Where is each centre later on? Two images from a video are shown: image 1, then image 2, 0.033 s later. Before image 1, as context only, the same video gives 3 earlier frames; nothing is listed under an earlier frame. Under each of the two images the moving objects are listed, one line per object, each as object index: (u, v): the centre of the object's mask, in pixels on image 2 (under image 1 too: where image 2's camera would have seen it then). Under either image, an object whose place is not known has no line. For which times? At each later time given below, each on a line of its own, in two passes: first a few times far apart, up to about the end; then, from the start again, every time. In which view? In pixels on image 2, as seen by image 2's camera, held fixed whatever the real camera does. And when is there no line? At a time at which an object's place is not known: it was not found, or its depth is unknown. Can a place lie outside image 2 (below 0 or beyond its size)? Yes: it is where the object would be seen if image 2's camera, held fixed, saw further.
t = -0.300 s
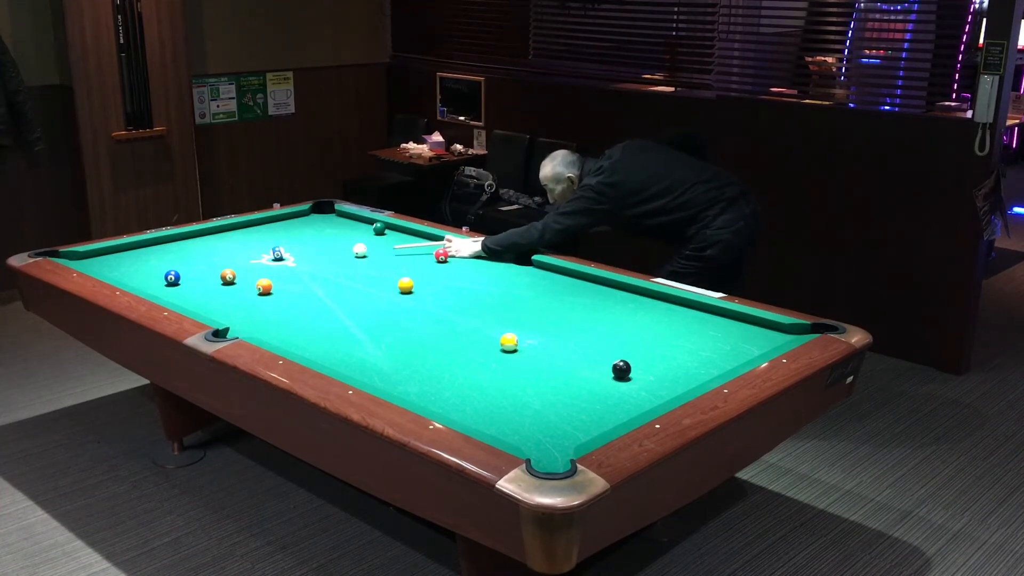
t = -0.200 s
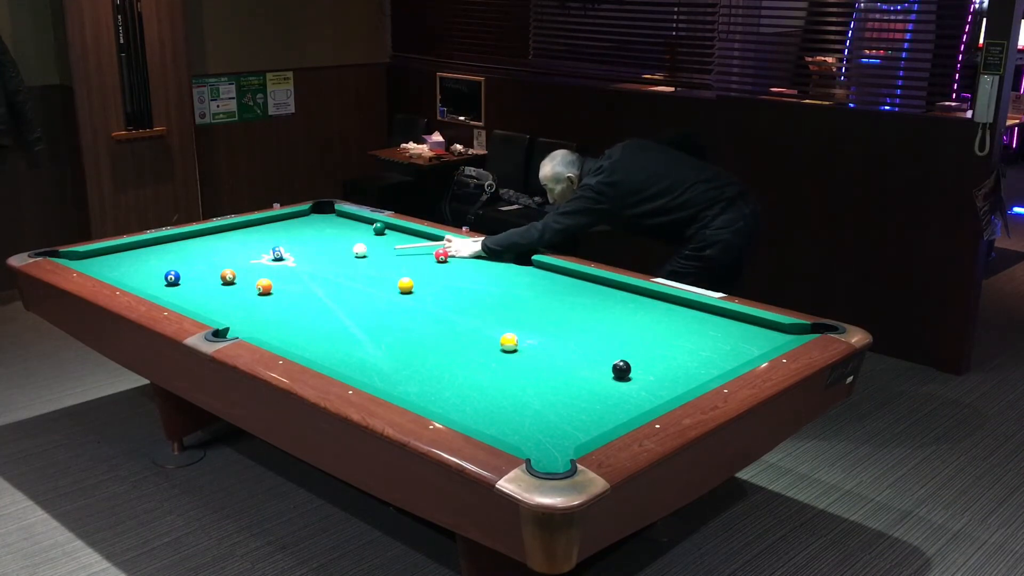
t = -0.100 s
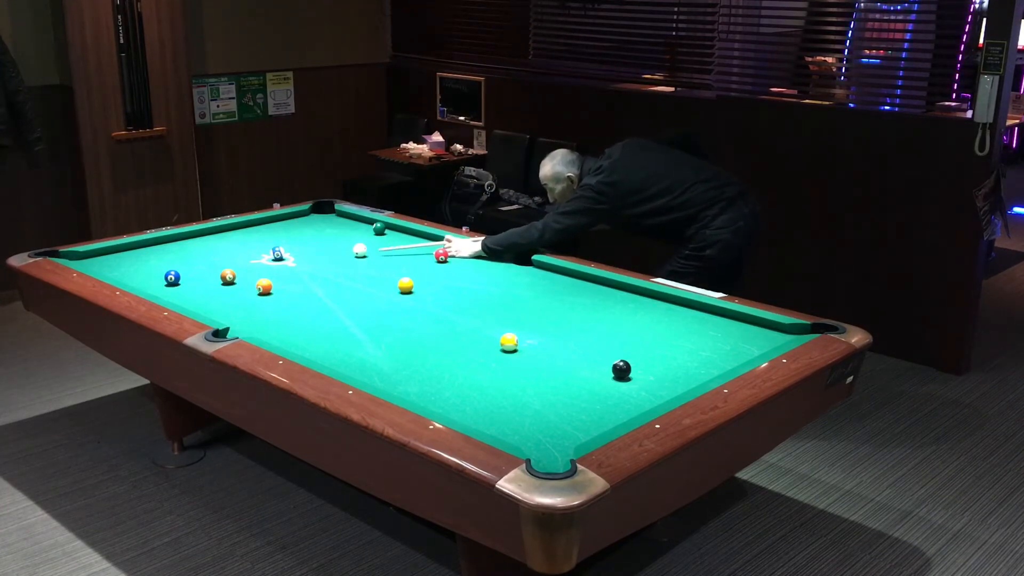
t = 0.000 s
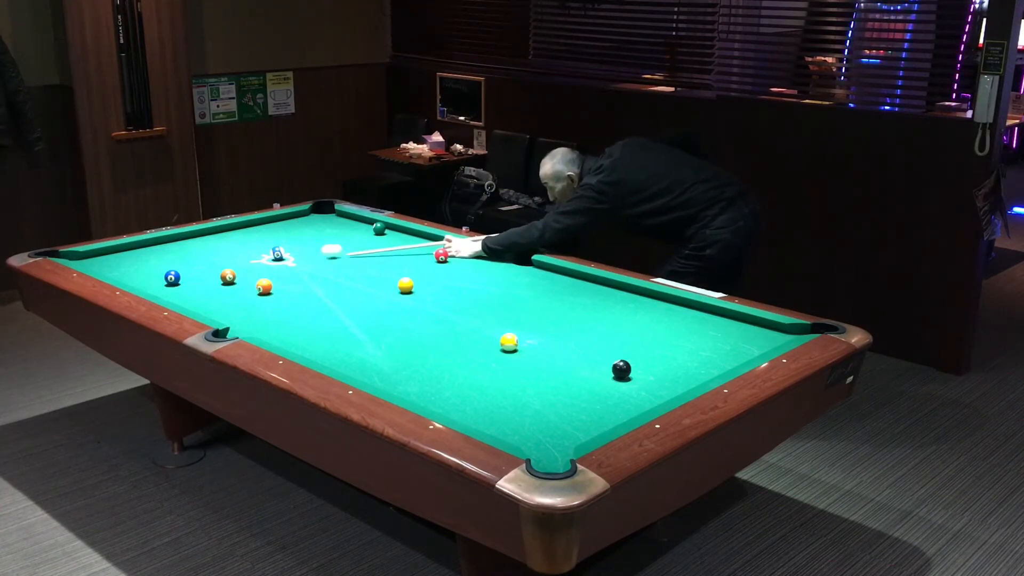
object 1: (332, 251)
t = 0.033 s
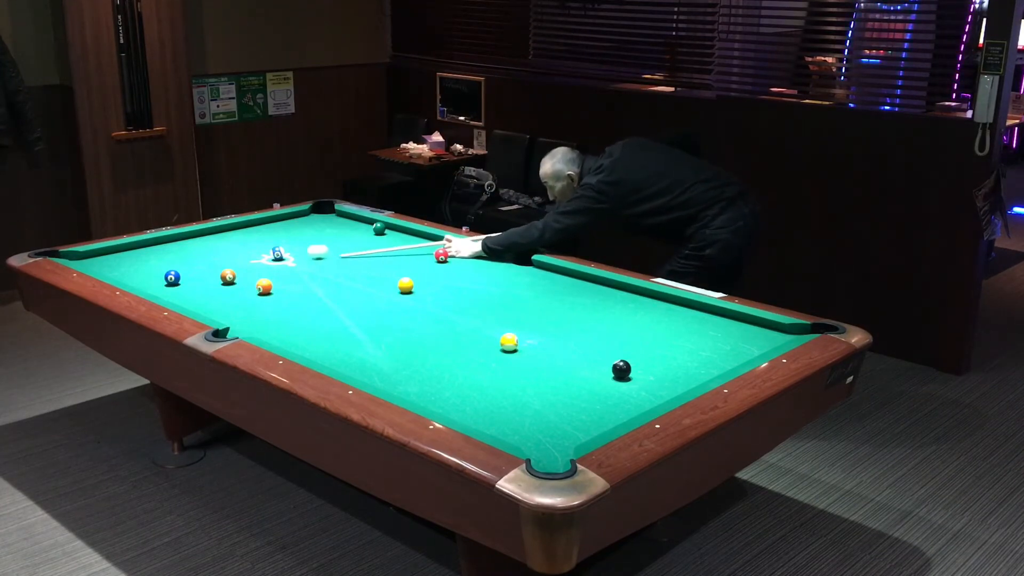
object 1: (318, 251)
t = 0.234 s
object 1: (290, 253)
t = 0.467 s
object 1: (288, 254)
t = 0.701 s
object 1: (285, 254)
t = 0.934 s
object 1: (282, 255)
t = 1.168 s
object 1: (281, 255)
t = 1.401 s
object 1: (281, 255)
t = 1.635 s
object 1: (281, 255)
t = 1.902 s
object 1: (281, 255)
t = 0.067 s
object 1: (304, 252)
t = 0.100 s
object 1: (292, 252)
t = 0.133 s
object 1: (291, 253)
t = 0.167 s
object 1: (291, 253)
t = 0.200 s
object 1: (291, 253)
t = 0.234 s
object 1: (290, 253)
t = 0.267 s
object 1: (290, 253)
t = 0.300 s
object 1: (289, 253)
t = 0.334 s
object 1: (289, 253)
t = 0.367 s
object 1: (289, 253)
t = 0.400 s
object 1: (289, 254)
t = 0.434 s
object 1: (288, 254)
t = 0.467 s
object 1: (288, 254)
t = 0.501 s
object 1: (288, 254)
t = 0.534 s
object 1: (287, 254)
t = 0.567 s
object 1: (287, 254)
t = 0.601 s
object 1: (286, 254)
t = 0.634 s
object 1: (286, 254)
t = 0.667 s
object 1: (286, 254)
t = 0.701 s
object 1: (285, 254)
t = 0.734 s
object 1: (285, 255)
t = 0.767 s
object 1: (284, 254)
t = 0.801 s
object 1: (283, 254)
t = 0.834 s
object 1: (283, 254)
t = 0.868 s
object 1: (283, 254)
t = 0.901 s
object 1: (283, 255)
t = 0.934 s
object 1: (282, 255)
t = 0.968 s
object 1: (282, 254)
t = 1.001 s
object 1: (282, 255)
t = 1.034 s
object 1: (282, 255)
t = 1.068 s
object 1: (282, 254)
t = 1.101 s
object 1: (281, 255)
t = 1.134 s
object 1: (281, 255)
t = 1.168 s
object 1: (281, 255)
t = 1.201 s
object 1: (281, 255)
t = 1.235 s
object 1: (281, 255)
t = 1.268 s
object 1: (281, 255)
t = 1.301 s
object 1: (281, 255)
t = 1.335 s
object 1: (280, 254)
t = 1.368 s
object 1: (281, 255)
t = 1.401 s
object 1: (281, 255)
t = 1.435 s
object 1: (280, 254)
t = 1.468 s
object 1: (281, 255)
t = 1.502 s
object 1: (281, 255)
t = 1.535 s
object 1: (281, 255)
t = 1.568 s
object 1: (281, 255)
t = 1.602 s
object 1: (281, 255)
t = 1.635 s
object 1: (281, 255)
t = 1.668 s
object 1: (281, 255)
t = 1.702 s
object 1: (281, 255)
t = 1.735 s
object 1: (281, 255)
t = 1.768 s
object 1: (281, 255)
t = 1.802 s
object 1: (281, 255)
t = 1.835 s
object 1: (281, 255)
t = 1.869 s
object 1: (281, 255)
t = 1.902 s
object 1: (281, 255)
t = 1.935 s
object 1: (281, 255)
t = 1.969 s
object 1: (281, 255)
